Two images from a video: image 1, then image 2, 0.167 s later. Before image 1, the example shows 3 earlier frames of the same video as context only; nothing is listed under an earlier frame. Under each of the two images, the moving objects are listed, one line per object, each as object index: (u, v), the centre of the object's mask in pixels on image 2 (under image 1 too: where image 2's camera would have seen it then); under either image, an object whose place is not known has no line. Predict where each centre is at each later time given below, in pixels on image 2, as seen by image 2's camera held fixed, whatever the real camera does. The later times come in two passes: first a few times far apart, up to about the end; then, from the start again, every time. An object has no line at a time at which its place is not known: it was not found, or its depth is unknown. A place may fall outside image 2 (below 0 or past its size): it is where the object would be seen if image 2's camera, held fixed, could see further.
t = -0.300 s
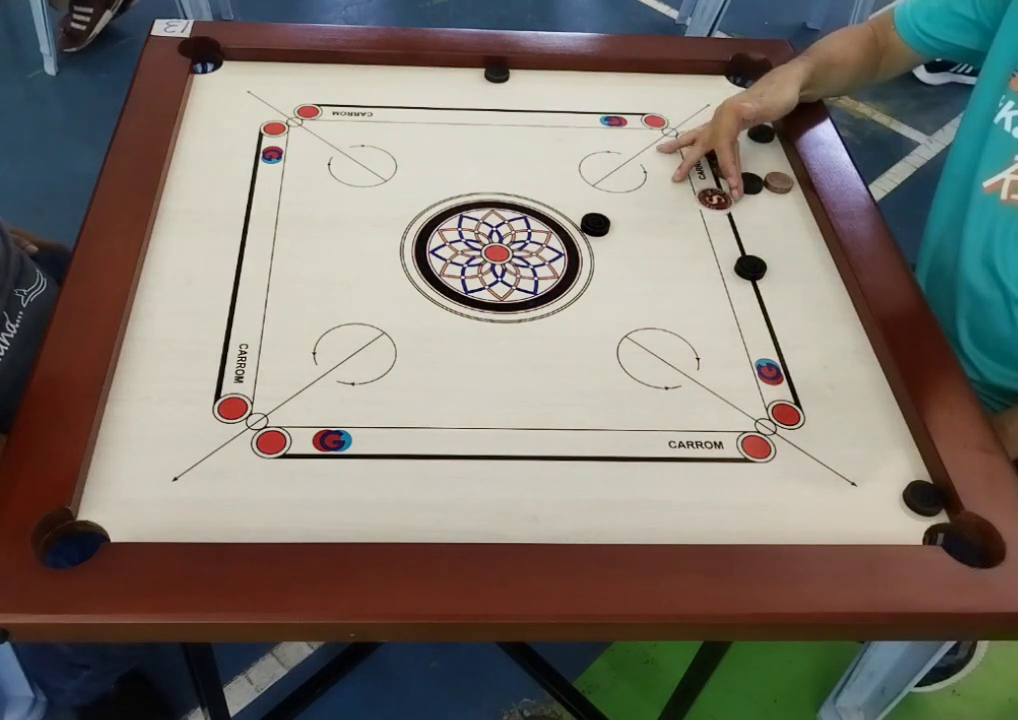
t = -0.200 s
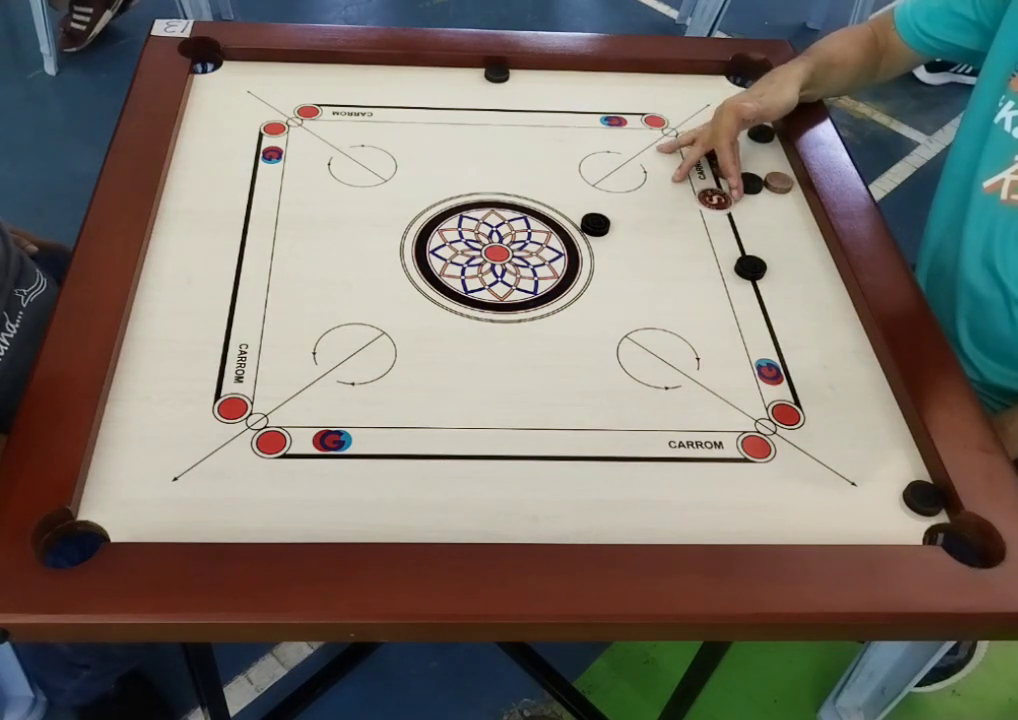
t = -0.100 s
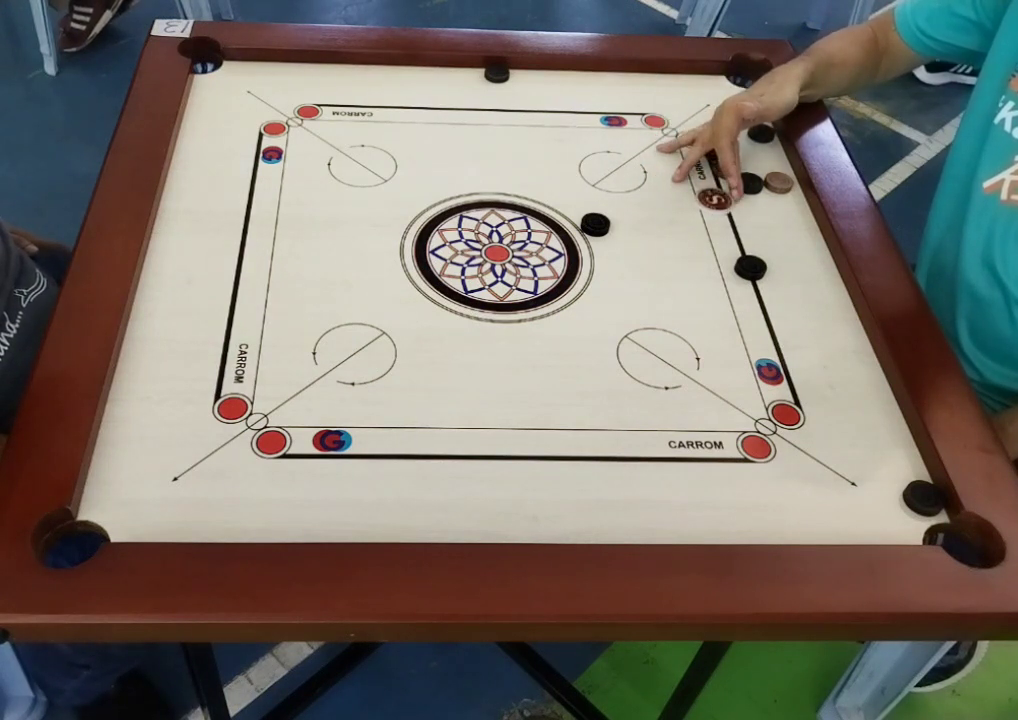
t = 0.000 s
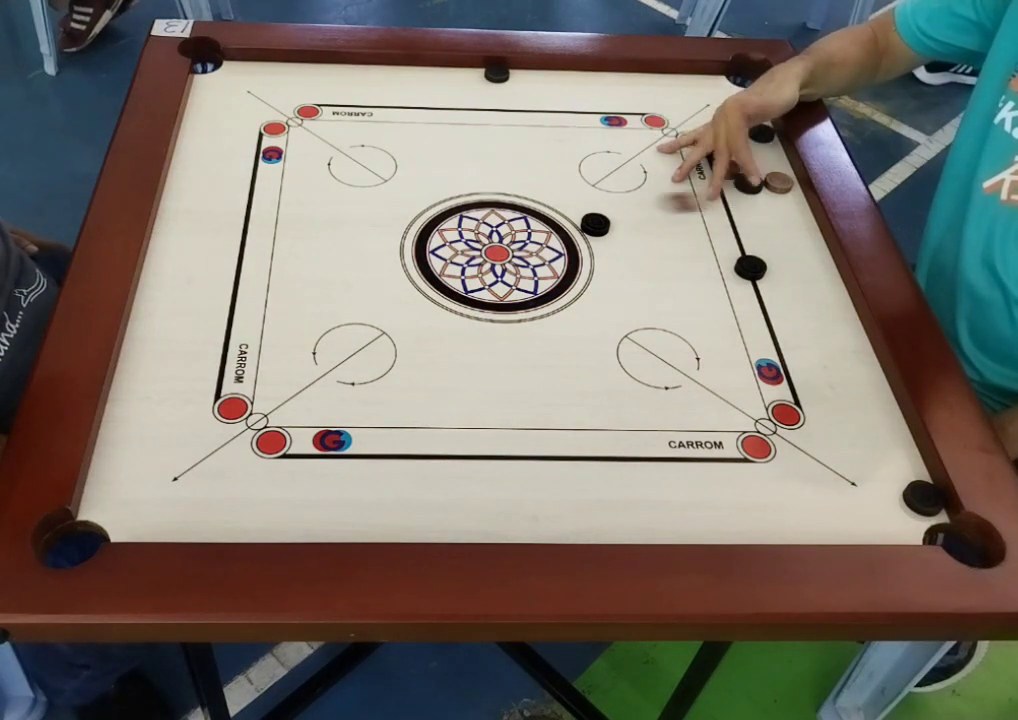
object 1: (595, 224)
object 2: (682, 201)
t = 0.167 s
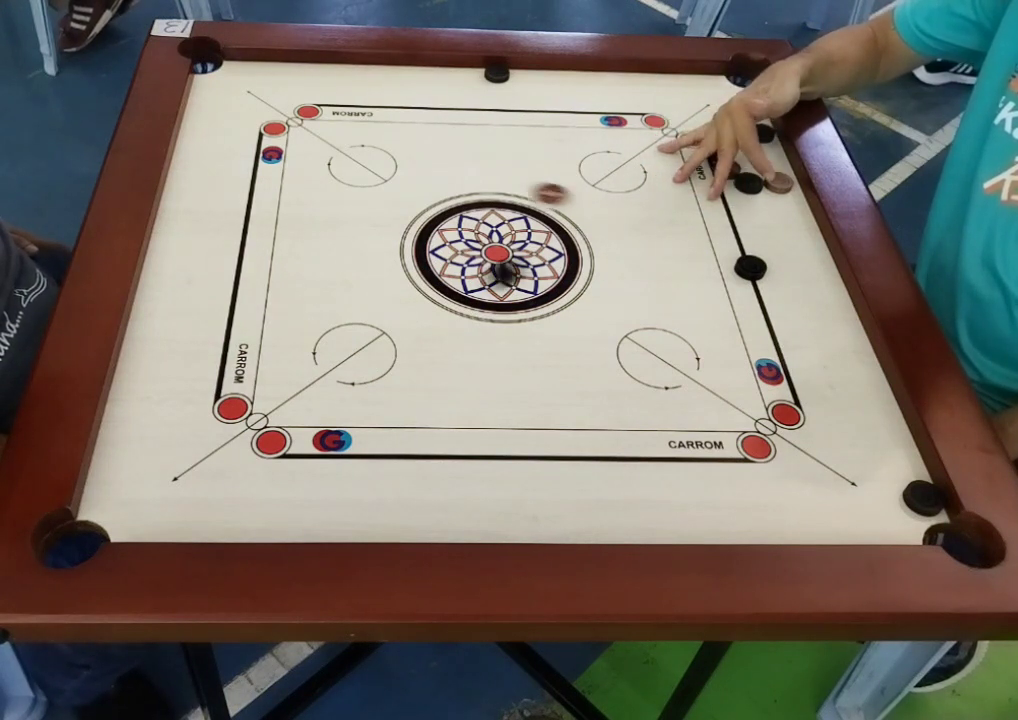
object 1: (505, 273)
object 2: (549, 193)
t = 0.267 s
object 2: (491, 179)
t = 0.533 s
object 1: (152, 463)
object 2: (344, 146)
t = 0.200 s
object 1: (475, 287)
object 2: (531, 188)
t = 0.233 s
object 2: (511, 184)
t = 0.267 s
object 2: (491, 179)
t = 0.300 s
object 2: (472, 175)
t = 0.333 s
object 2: (452, 171)
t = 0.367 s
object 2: (434, 167)
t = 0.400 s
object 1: (287, 388)
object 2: (416, 162)
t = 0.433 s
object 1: (257, 406)
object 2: (398, 158)
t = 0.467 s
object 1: (216, 428)
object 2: (379, 154)
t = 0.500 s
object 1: (186, 444)
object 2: (361, 150)
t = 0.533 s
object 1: (152, 463)
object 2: (344, 146)
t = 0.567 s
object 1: (118, 482)
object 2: (326, 142)
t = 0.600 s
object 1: (111, 498)
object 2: (308, 138)
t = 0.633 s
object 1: (128, 511)
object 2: (293, 134)
